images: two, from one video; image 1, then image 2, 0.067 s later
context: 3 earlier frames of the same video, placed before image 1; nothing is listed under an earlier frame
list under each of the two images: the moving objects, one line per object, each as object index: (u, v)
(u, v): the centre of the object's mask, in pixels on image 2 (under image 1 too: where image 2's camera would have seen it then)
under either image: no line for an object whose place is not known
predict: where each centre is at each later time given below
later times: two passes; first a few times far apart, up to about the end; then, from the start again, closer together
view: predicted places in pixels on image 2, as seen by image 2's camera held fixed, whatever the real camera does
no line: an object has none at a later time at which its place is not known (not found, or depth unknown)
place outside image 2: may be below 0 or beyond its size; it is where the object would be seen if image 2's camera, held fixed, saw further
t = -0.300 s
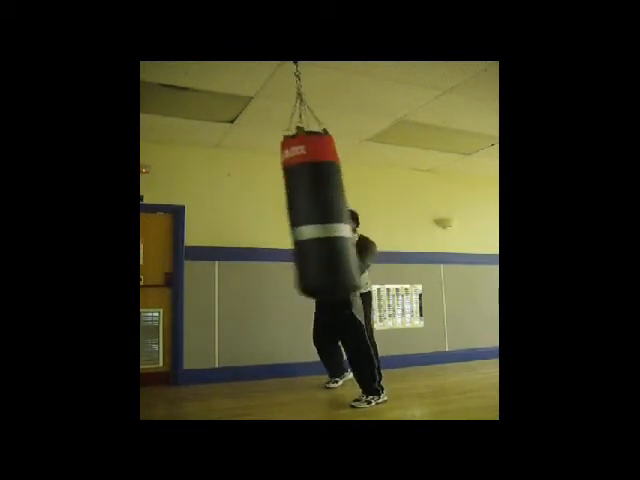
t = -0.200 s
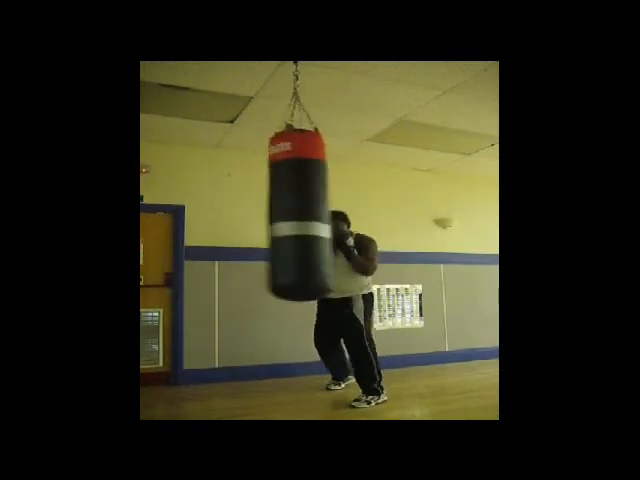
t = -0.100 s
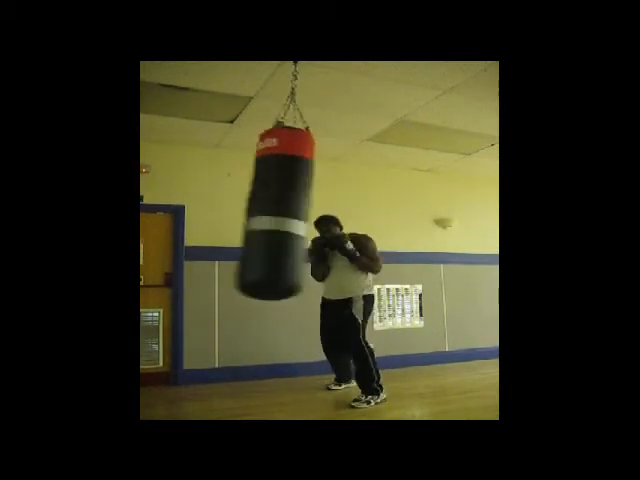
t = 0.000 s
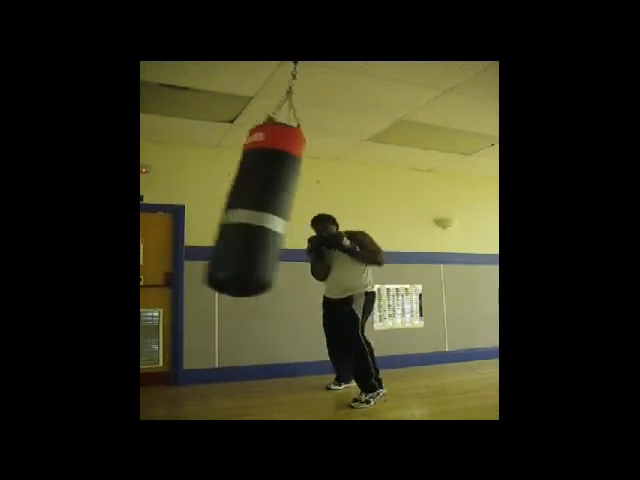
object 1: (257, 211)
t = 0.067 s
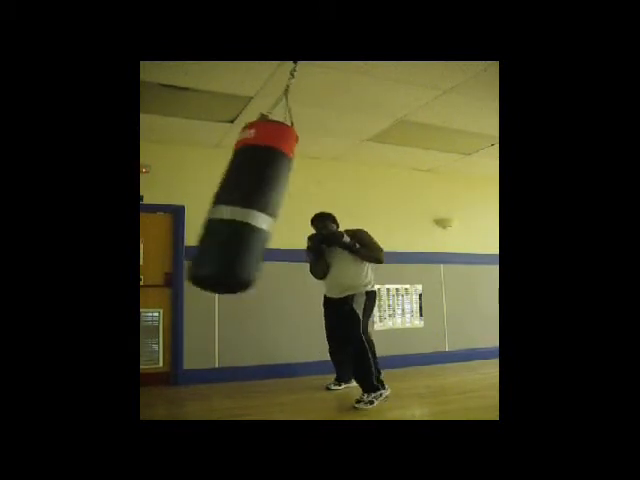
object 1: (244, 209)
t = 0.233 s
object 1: (221, 203)
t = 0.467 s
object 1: (218, 201)
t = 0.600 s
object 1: (231, 206)
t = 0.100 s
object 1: (239, 206)
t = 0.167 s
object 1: (229, 205)
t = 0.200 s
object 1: (225, 203)
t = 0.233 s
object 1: (221, 203)
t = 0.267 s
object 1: (219, 202)
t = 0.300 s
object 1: (217, 201)
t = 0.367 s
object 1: (215, 200)
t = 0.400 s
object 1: (216, 200)
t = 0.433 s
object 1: (217, 201)
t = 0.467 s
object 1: (218, 201)
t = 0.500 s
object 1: (220, 202)
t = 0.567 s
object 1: (227, 204)
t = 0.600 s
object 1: (231, 206)
